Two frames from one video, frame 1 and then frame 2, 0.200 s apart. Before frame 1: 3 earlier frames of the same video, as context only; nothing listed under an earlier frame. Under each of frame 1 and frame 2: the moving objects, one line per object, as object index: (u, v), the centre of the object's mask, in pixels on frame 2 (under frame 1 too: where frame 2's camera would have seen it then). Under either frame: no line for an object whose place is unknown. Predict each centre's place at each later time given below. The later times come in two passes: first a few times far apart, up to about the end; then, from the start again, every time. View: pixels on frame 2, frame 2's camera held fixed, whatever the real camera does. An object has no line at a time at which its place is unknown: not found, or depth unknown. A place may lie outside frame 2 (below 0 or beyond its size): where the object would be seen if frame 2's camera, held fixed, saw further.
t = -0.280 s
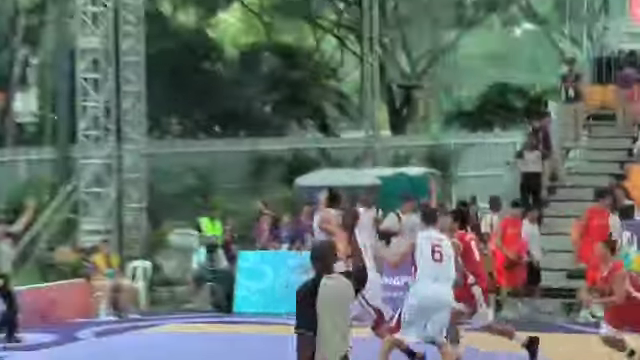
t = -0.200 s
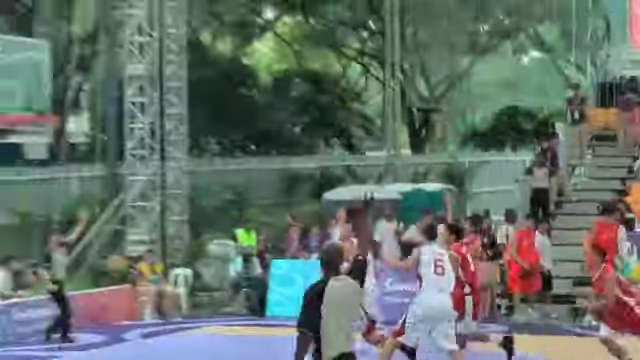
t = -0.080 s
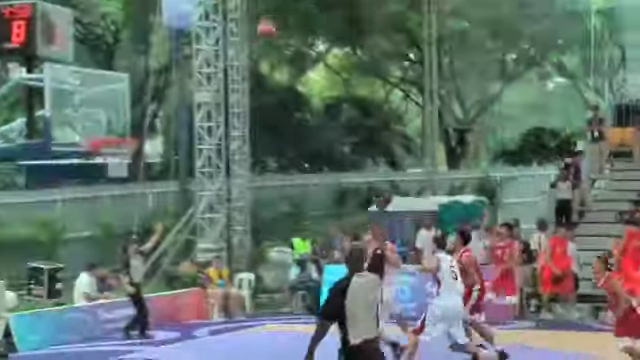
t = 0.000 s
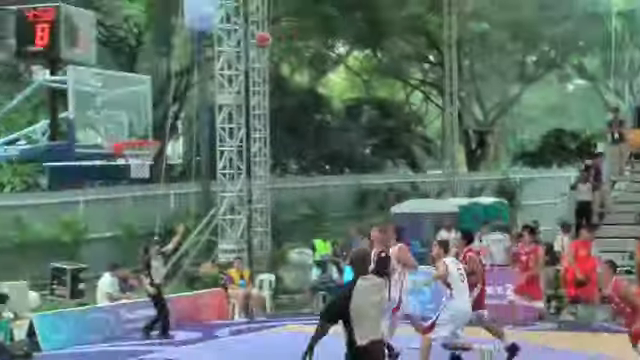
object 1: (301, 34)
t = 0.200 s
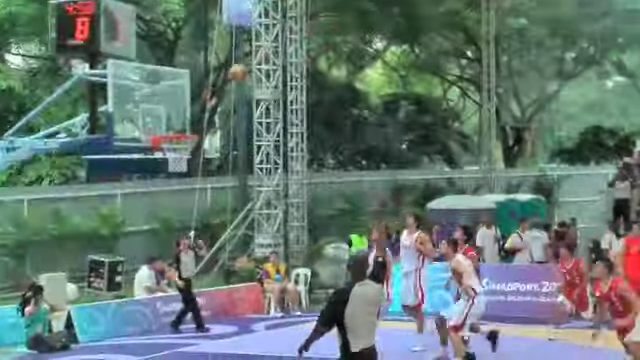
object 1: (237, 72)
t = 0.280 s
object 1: (211, 97)
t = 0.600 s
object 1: (222, 85)
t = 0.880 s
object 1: (290, 86)
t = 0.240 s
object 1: (225, 85)
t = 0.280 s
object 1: (211, 97)
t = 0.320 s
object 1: (197, 112)
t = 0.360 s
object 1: (184, 125)
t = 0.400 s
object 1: (176, 124)
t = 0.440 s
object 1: (181, 113)
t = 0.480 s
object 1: (192, 102)
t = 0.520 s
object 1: (200, 97)
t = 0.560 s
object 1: (211, 89)
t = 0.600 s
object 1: (222, 85)
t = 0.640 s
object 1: (230, 83)
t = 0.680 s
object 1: (243, 81)
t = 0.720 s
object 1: (252, 79)
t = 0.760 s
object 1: (264, 79)
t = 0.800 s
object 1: (272, 81)
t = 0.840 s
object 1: (284, 83)
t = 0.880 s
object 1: (290, 86)
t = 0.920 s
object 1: (305, 91)
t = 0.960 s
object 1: (313, 96)
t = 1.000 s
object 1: (322, 103)
